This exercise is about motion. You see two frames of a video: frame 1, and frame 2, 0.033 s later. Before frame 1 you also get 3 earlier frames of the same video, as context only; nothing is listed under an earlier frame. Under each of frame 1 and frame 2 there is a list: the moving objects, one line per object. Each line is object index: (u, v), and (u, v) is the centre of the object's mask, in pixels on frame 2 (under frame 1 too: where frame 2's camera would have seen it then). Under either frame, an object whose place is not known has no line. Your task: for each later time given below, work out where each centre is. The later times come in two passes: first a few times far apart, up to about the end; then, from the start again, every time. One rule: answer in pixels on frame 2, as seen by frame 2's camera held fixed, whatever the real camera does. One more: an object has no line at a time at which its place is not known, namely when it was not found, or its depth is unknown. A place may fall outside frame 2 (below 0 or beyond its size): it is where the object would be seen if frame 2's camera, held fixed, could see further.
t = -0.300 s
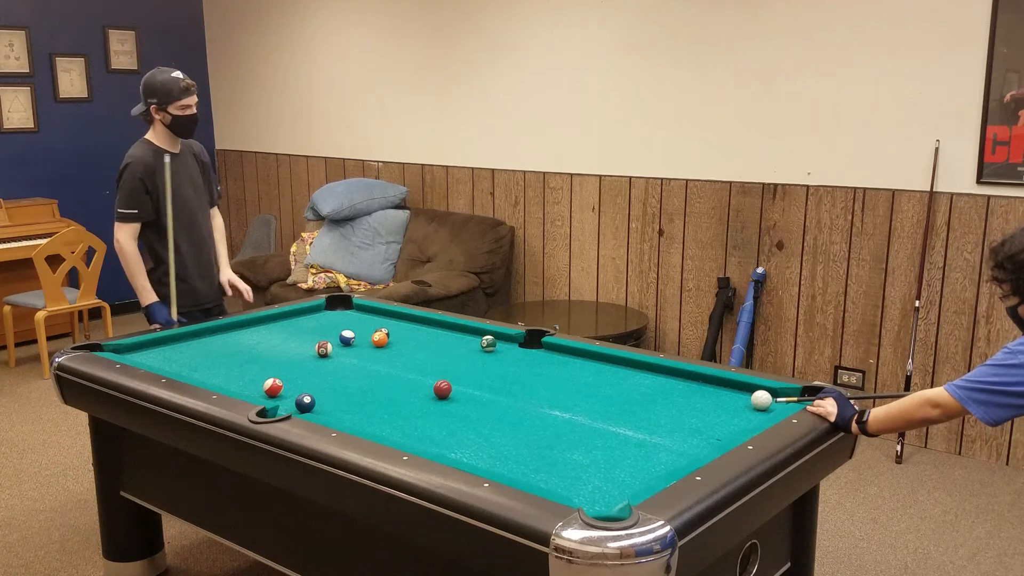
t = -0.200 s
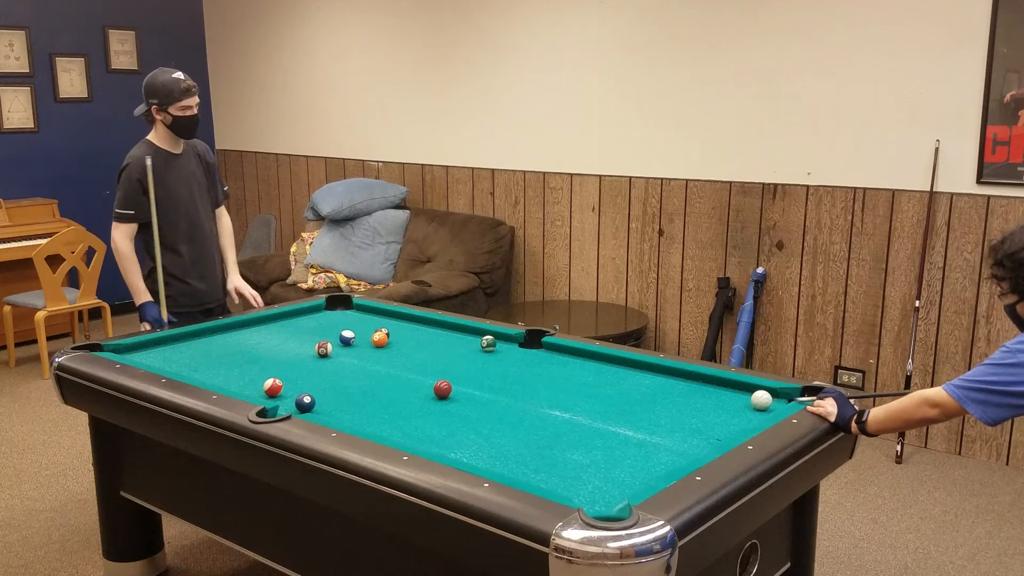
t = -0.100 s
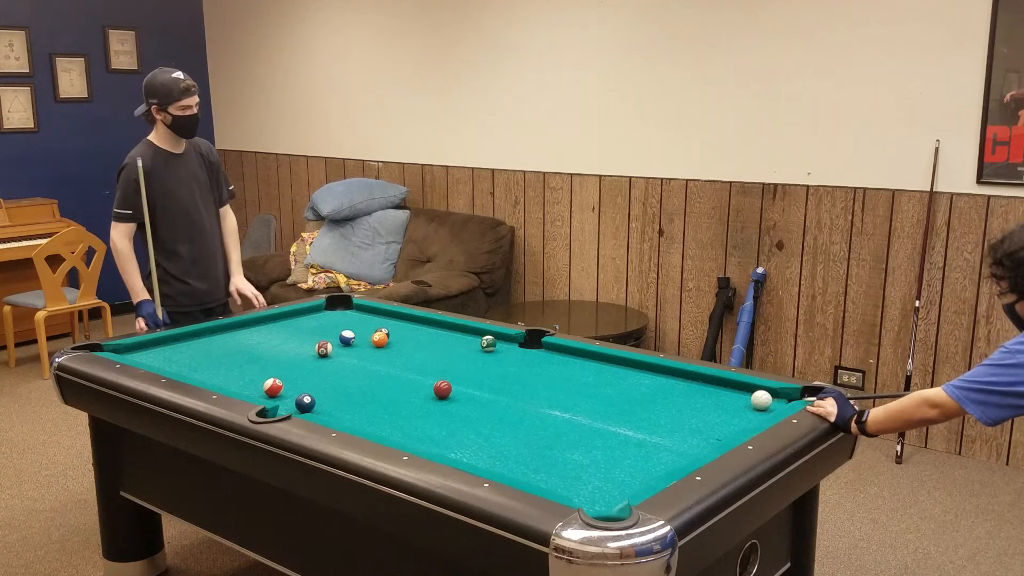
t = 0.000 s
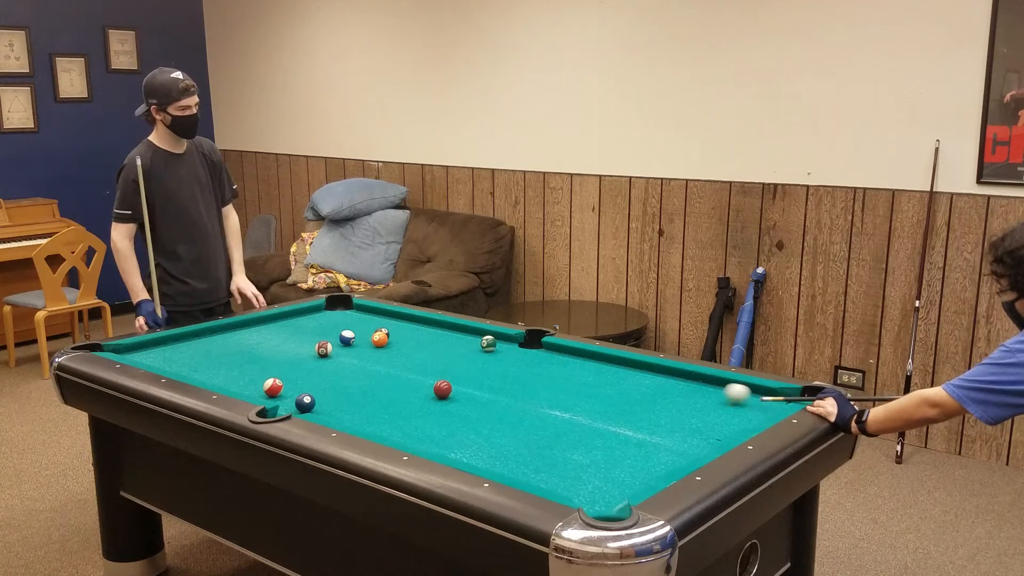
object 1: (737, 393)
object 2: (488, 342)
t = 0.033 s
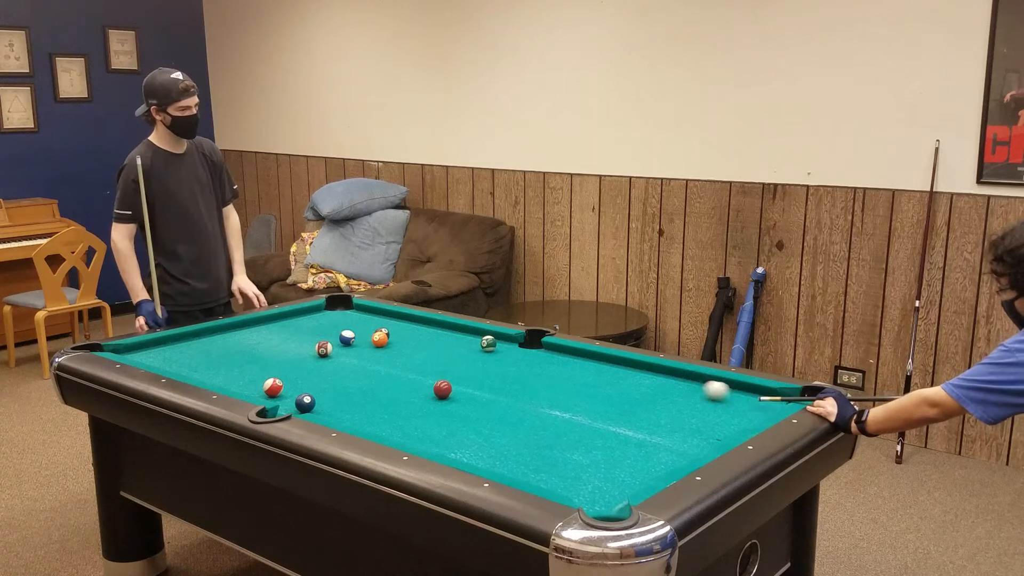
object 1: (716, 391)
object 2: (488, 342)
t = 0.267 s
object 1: (606, 369)
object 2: (488, 342)
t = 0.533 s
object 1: (508, 349)
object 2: (488, 342)
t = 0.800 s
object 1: (468, 347)
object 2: (447, 330)
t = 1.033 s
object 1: (437, 345)
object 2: (418, 320)
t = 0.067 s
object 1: (697, 387)
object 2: (488, 342)
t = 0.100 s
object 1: (679, 383)
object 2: (488, 342)
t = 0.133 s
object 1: (663, 380)
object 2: (488, 342)
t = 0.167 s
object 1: (648, 377)
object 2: (488, 342)
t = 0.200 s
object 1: (633, 374)
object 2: (488, 342)
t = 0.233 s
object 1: (619, 372)
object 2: (488, 342)
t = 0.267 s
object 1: (606, 369)
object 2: (488, 342)
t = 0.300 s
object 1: (592, 366)
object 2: (488, 342)
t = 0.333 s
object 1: (579, 363)
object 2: (488, 342)
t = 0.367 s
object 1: (567, 361)
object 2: (488, 342)
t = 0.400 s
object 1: (555, 359)
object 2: (488, 342)
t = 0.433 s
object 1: (542, 356)
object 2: (488, 342)
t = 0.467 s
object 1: (530, 354)
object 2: (488, 342)
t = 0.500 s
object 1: (519, 351)
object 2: (488, 342)
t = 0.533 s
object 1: (508, 349)
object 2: (488, 342)
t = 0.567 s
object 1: (497, 347)
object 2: (486, 341)
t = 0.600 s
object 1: (494, 347)
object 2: (480, 339)
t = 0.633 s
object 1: (491, 348)
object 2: (473, 337)
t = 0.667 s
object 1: (486, 347)
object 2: (467, 334)
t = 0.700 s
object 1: (482, 347)
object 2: (460, 331)
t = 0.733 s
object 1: (477, 347)
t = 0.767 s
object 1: (473, 347)
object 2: (451, 331)
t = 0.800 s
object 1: (468, 347)
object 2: (447, 330)
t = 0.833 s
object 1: (463, 346)
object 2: (443, 329)
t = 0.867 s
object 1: (459, 346)
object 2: (439, 326)
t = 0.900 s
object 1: (455, 346)
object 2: (433, 323)
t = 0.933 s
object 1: (450, 346)
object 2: (430, 324)
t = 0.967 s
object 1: (446, 346)
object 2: (425, 323)
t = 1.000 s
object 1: (441, 345)
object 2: (422, 322)
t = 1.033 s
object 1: (437, 345)
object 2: (418, 320)
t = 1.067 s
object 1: (433, 345)
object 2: (414, 319)
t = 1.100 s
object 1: (428, 345)
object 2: (409, 315)
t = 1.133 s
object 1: (424, 345)
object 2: (407, 313)
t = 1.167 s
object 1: (420, 344)
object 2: (404, 312)
